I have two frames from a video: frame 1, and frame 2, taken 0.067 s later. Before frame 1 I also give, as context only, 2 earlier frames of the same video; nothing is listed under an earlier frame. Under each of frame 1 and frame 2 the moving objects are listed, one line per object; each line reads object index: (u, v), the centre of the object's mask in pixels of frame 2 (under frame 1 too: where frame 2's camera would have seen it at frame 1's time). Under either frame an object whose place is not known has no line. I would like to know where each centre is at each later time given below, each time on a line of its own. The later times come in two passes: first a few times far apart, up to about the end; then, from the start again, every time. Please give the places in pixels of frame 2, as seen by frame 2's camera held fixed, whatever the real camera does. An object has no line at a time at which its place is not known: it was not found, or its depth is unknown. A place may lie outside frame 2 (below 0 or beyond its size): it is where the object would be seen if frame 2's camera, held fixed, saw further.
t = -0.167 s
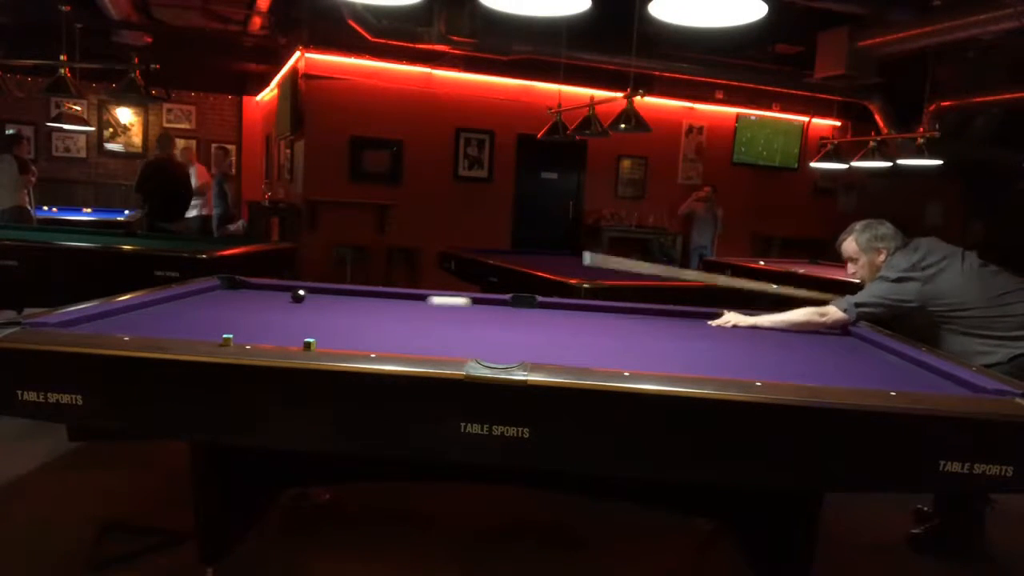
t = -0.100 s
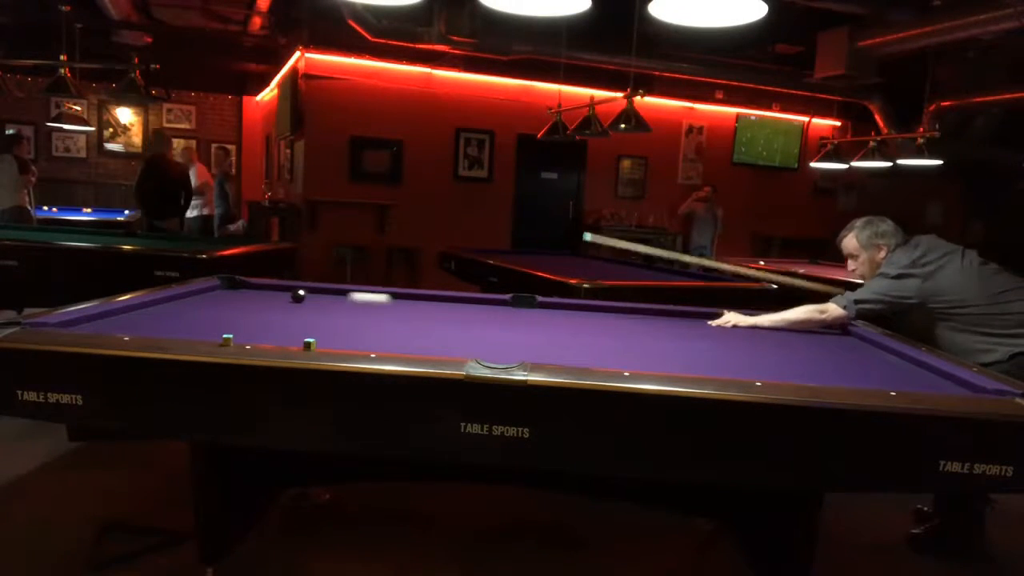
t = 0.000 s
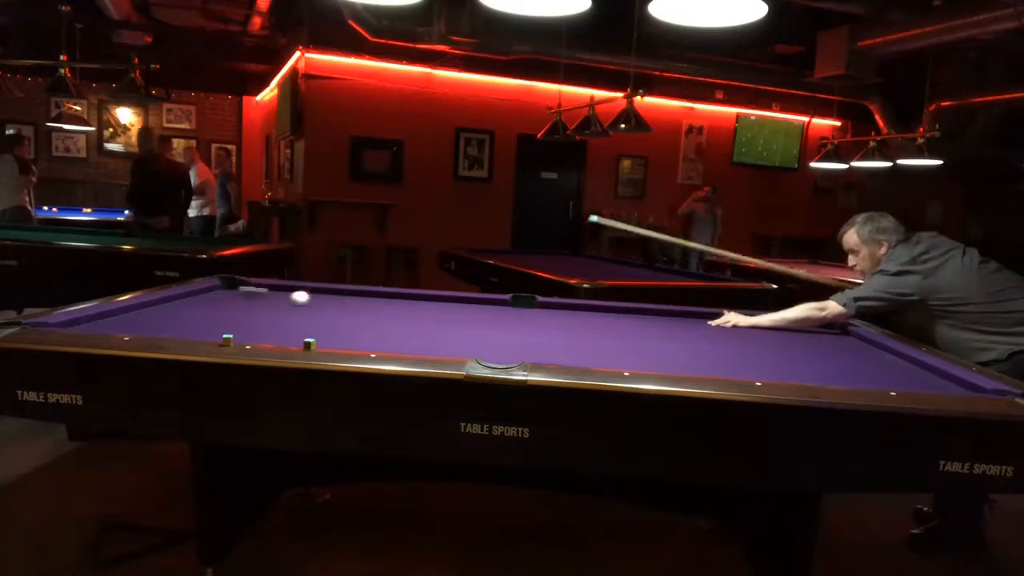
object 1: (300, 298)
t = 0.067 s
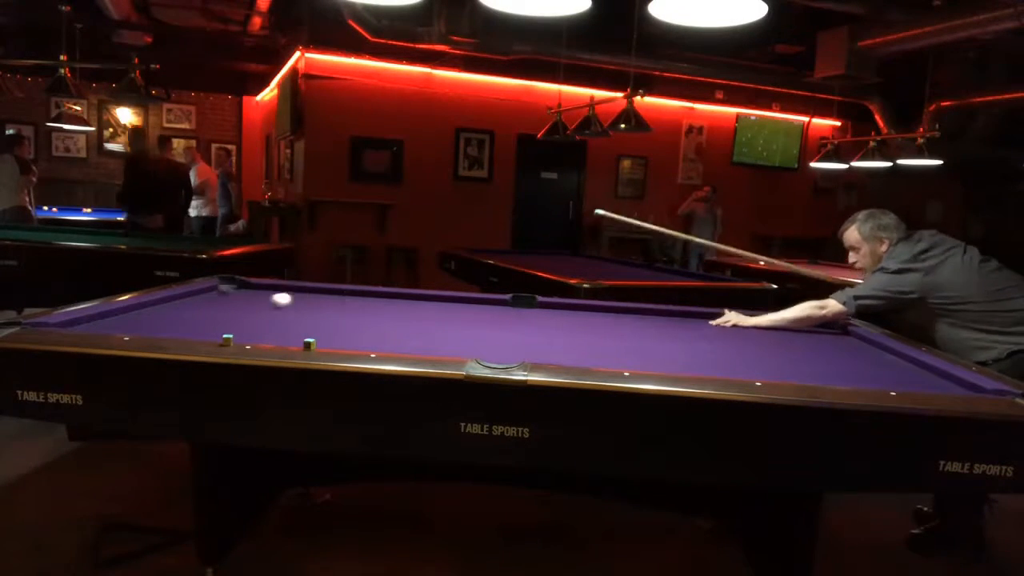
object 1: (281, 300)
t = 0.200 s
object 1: (233, 303)
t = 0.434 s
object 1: (135, 310)
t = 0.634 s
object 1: (155, 319)
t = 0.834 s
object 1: (176, 327)
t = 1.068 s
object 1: (207, 335)
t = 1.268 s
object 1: (264, 336)
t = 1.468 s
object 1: (317, 334)
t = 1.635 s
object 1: (355, 336)
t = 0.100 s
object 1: (270, 301)
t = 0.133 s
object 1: (259, 301)
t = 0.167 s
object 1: (246, 302)
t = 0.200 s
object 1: (233, 303)
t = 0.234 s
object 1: (218, 304)
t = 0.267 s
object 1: (201, 305)
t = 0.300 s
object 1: (184, 305)
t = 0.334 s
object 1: (166, 306)
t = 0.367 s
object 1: (148, 307)
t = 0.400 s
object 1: (133, 308)
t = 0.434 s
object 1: (135, 310)
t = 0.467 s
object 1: (139, 311)
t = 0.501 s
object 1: (143, 313)
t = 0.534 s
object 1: (145, 314)
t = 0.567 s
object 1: (148, 316)
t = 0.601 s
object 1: (151, 317)
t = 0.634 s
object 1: (155, 319)
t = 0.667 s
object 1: (158, 320)
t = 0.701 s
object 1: (161, 322)
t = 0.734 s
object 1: (165, 323)
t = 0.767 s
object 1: (168, 324)
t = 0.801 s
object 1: (172, 326)
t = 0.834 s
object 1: (176, 327)
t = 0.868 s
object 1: (180, 329)
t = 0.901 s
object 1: (183, 330)
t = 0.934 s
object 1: (188, 331)
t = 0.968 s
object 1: (191, 332)
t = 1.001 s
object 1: (195, 333)
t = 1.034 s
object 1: (199, 334)
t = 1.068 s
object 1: (207, 335)
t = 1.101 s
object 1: (215, 334)
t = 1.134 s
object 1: (227, 335)
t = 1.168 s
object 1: (238, 335)
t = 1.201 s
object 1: (246, 336)
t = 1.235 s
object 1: (255, 336)
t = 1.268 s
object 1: (264, 336)
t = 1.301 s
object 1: (273, 336)
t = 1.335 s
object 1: (282, 335)
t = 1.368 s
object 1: (290, 335)
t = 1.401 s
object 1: (298, 335)
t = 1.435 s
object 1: (307, 333)
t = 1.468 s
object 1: (317, 334)
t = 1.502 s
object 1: (324, 335)
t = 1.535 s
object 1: (332, 336)
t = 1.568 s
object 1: (339, 336)
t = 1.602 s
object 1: (347, 336)
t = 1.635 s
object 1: (355, 336)
